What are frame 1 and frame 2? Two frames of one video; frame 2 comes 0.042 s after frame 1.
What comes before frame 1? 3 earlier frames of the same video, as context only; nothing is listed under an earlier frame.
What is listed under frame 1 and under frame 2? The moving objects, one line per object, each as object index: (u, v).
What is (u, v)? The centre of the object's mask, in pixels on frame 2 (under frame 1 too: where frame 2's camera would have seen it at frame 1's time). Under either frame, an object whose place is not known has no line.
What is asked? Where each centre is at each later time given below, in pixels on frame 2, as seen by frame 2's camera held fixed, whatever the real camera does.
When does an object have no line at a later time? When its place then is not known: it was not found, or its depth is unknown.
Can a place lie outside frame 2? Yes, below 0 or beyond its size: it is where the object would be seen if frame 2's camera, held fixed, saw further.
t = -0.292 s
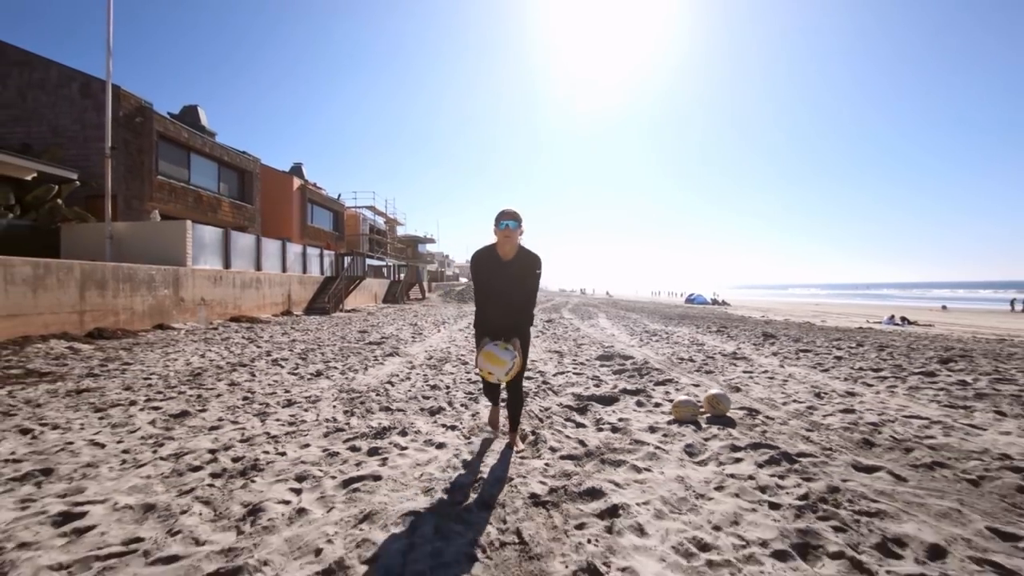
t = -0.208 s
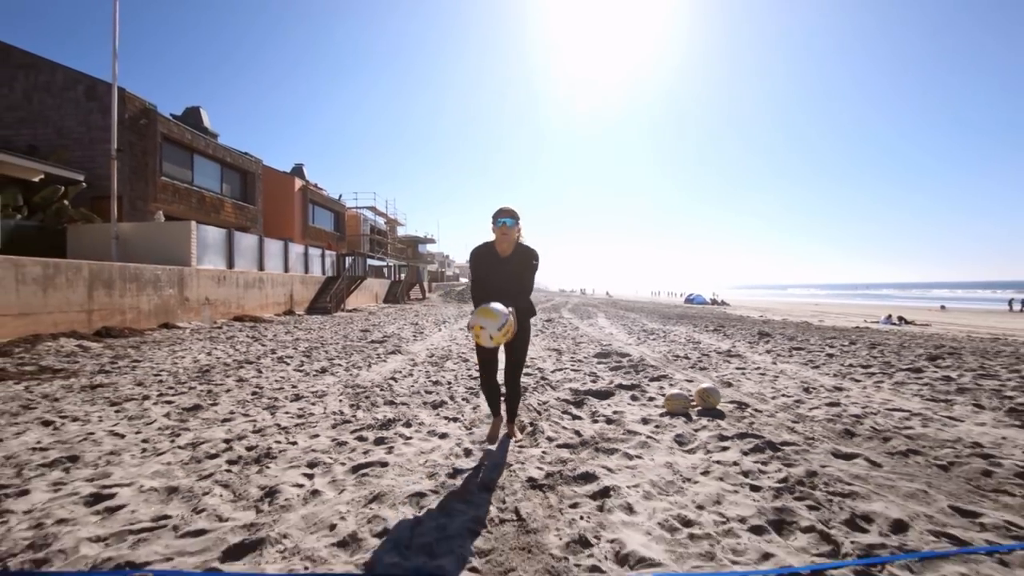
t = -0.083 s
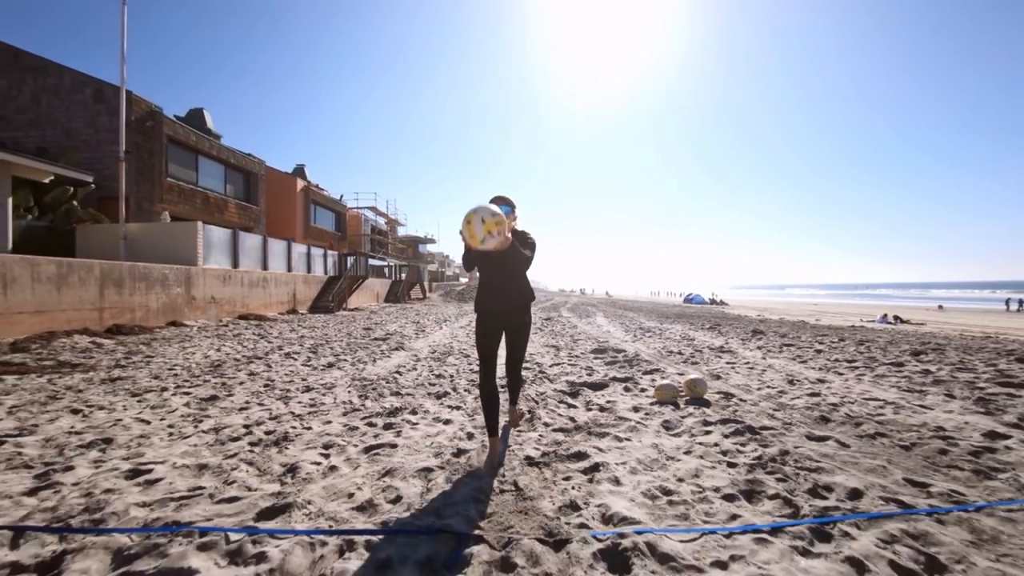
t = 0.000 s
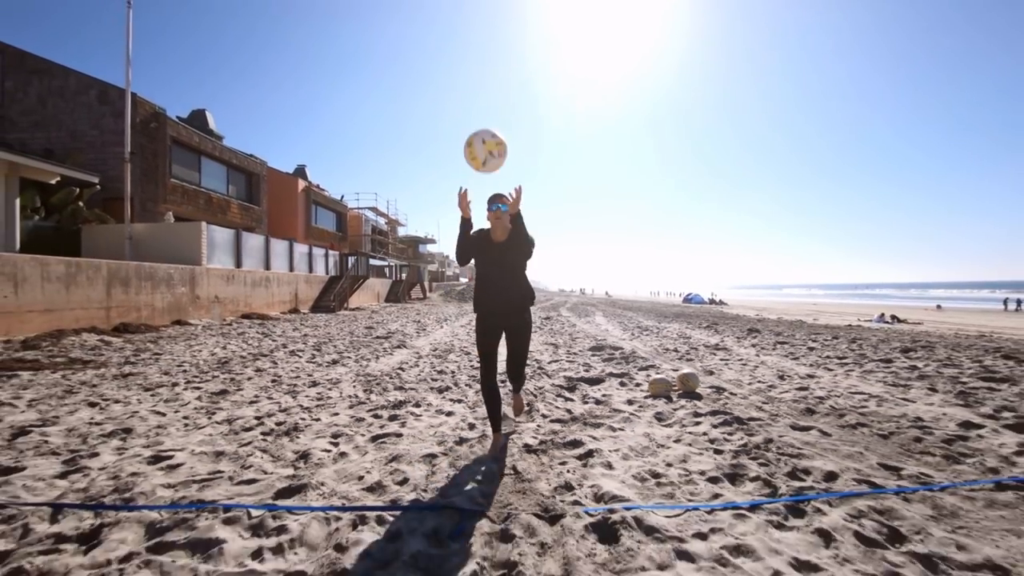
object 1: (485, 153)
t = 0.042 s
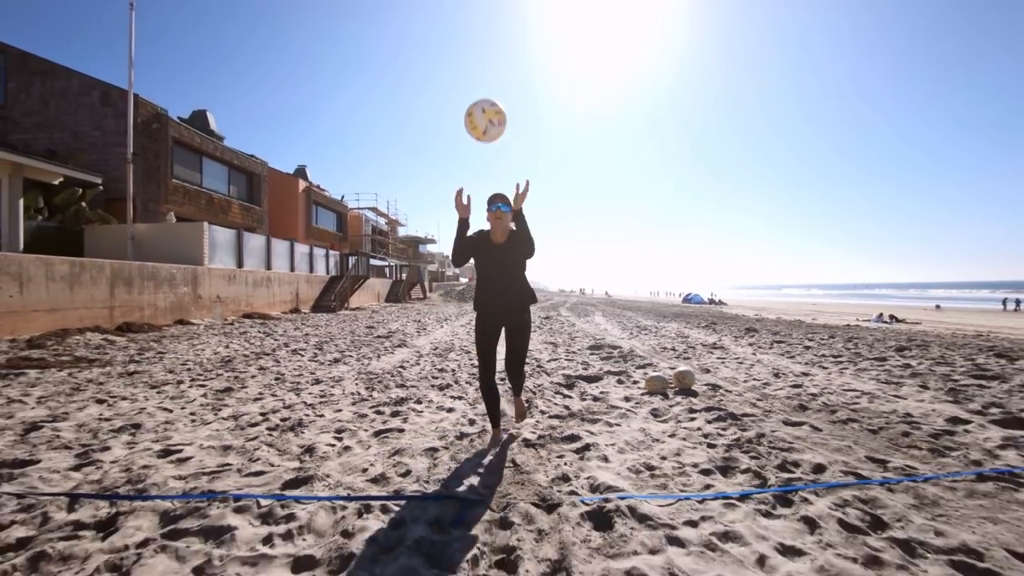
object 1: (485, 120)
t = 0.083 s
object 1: (485, 91)
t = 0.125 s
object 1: (486, 65)
